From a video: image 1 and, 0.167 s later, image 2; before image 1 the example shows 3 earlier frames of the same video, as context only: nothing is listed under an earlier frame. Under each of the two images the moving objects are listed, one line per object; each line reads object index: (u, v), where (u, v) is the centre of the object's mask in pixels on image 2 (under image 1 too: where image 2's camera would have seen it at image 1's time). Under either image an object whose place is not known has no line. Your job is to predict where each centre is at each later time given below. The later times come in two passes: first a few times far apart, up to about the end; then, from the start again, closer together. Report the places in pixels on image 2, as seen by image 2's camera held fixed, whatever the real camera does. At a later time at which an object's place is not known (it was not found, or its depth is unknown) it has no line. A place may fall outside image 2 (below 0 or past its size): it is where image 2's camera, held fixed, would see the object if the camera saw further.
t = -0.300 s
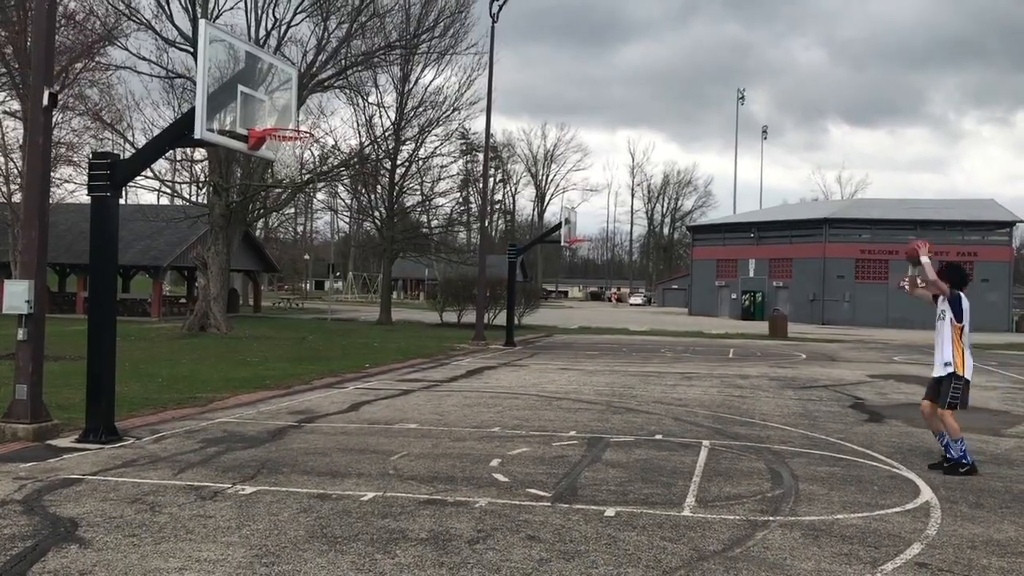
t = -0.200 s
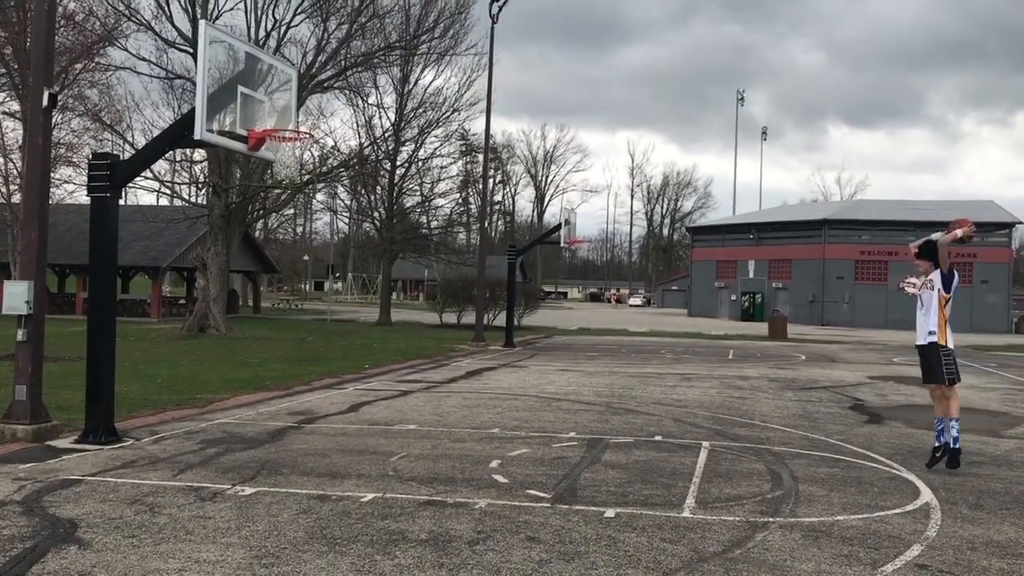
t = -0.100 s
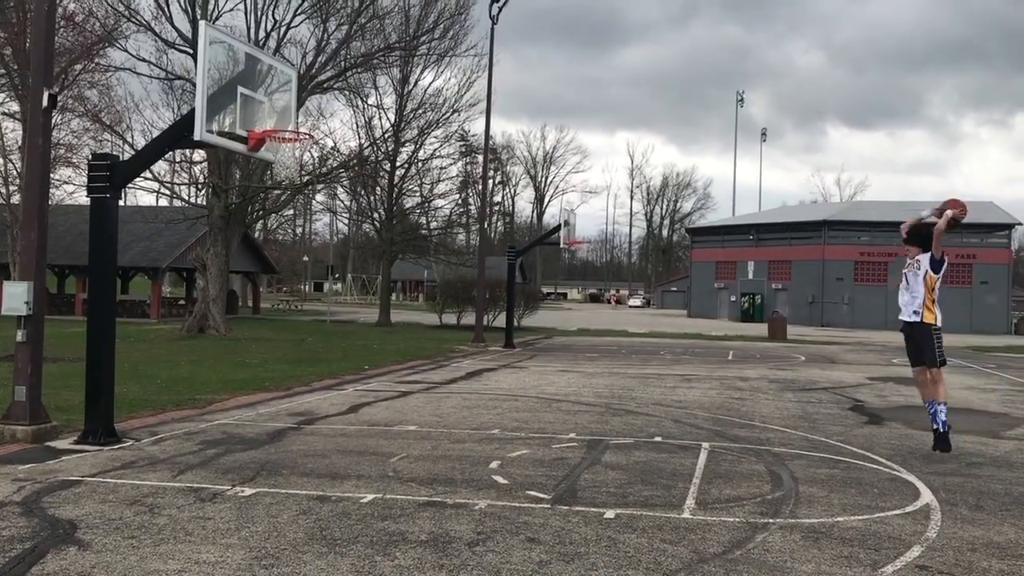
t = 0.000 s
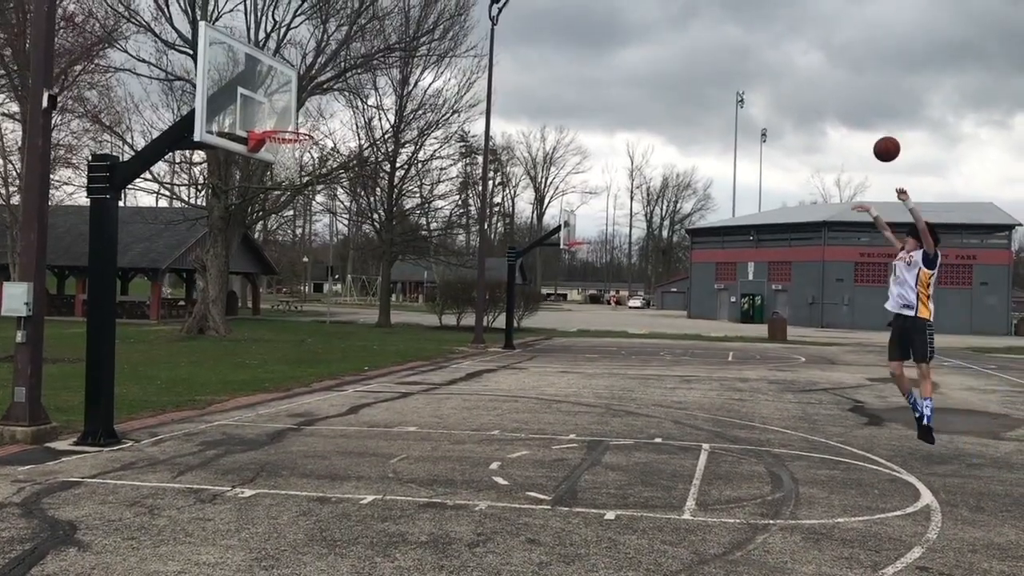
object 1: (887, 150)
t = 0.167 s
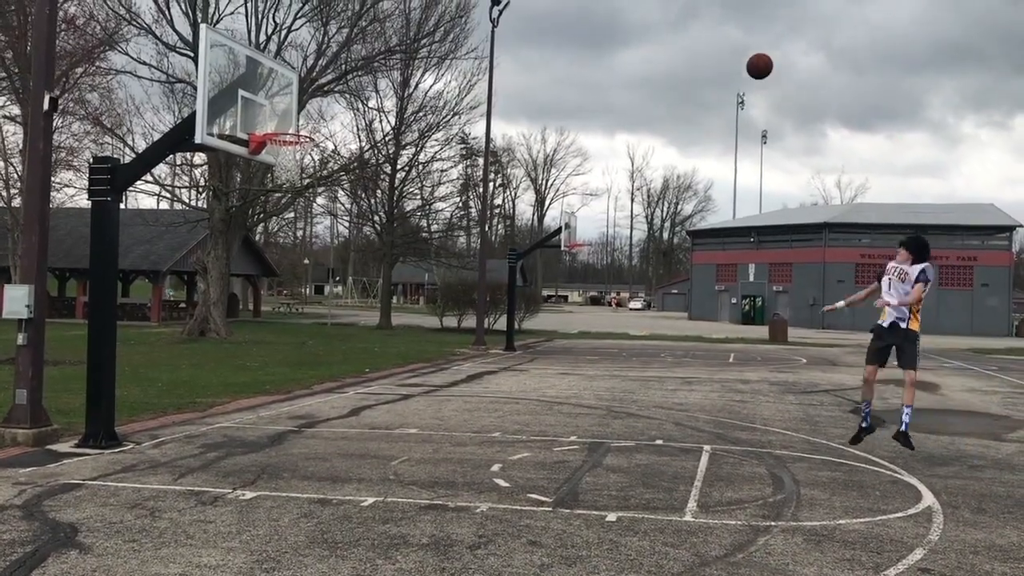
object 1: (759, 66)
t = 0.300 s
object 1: (656, 19)
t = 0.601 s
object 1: (419, -11)
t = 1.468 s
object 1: (530, 286)
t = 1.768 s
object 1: (695, 433)
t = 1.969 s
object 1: (793, 304)
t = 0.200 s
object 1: (734, 52)
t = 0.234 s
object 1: (708, 40)
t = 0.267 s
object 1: (682, 29)
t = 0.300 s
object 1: (656, 19)
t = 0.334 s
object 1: (630, 10)
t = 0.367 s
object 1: (604, 5)
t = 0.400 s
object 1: (578, 2)
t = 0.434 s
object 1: (553, -2)
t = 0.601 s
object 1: (419, -11)
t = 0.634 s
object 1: (393, -11)
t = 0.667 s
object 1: (367, -10)
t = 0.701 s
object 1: (341, -9)
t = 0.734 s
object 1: (315, -2)
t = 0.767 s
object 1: (286, 4)
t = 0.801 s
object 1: (259, 12)
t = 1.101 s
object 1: (336, 68)
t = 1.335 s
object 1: (457, 183)
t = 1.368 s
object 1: (475, 206)
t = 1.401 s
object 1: (493, 231)
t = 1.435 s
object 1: (511, 258)
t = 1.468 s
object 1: (530, 286)
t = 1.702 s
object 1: (661, 486)
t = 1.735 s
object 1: (678, 459)
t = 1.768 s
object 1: (695, 433)
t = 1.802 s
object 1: (712, 408)
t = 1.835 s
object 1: (729, 386)
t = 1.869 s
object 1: (746, 363)
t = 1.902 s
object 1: (762, 342)
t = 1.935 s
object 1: (777, 322)
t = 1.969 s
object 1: (793, 304)
